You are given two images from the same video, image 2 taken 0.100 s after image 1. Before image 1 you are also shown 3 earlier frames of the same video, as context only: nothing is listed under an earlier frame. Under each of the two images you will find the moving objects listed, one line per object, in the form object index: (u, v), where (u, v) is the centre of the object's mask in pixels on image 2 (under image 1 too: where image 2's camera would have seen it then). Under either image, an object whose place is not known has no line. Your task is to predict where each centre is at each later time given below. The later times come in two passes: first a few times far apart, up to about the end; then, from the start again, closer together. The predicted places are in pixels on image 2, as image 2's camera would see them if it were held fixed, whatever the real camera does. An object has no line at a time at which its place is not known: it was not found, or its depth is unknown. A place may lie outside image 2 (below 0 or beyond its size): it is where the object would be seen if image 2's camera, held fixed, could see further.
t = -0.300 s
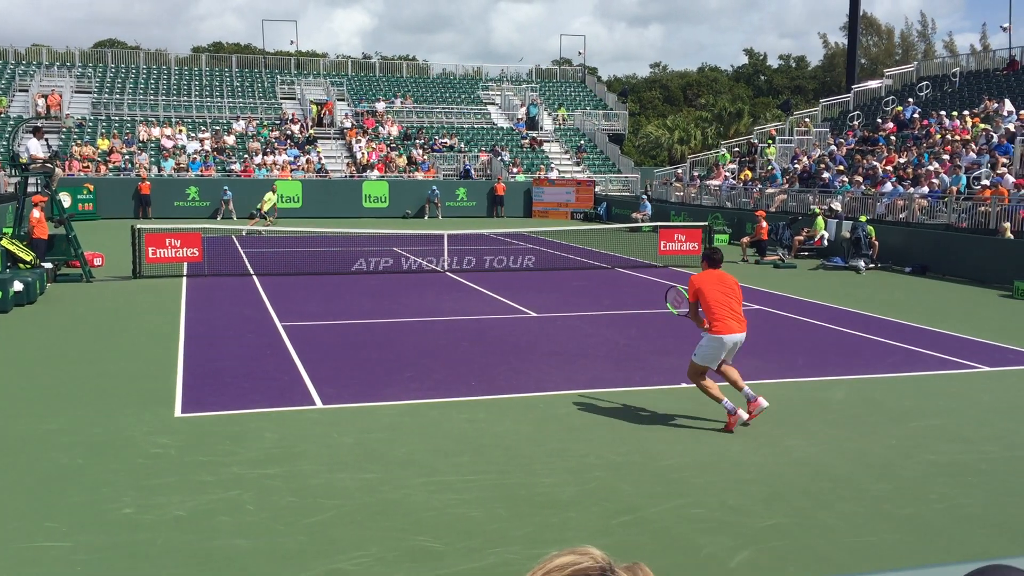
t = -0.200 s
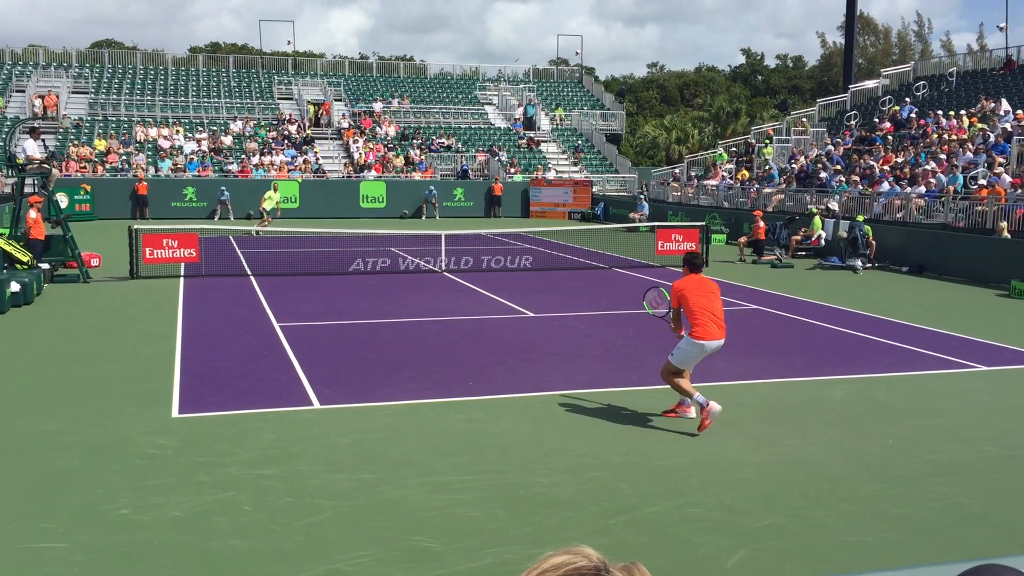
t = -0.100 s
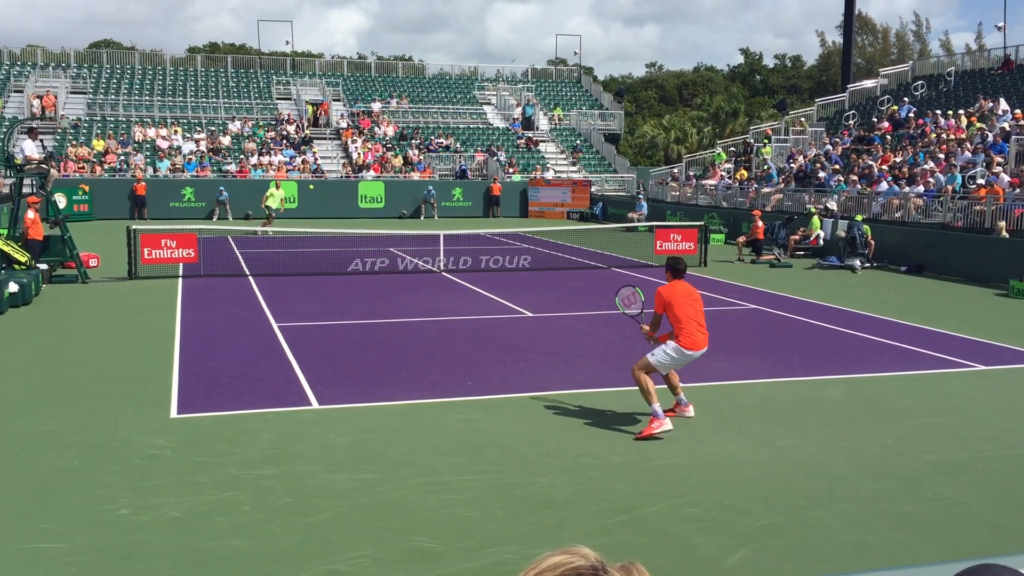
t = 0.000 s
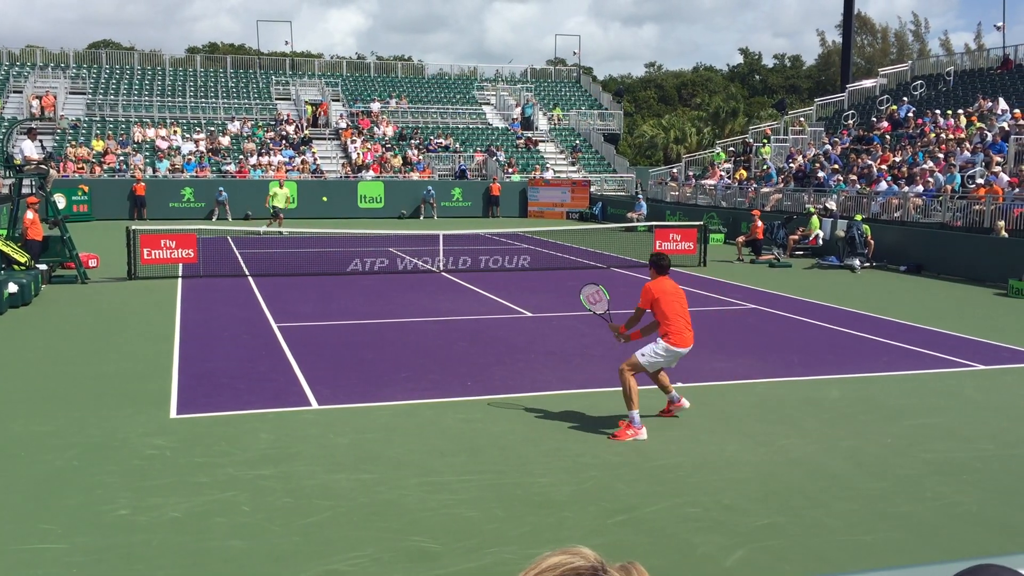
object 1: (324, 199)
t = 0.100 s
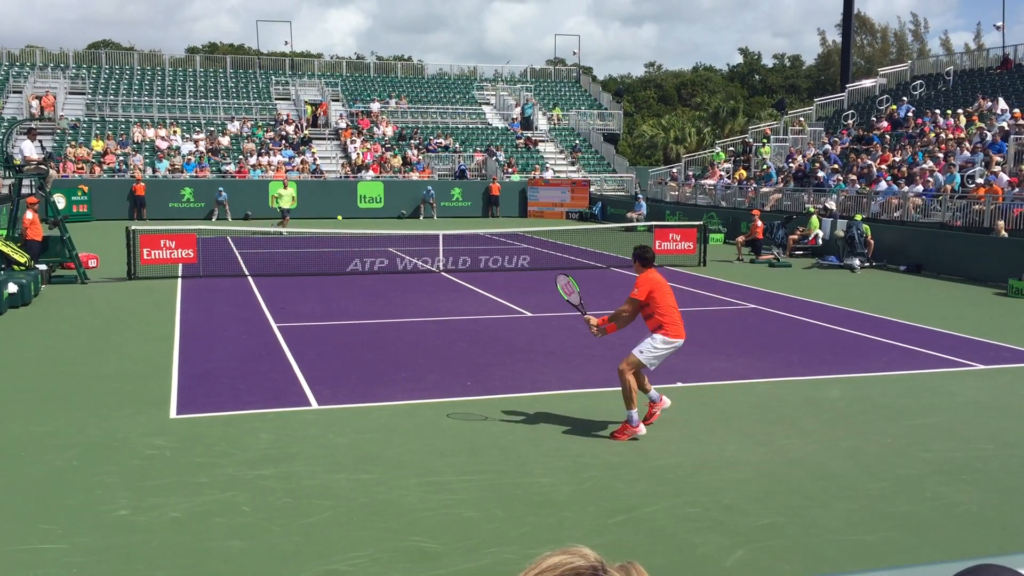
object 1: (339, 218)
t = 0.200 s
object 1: (356, 245)
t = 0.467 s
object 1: (408, 375)
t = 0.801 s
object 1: (442, 326)
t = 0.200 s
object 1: (356, 245)
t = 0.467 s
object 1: (408, 375)
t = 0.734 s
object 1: (435, 328)
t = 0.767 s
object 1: (439, 327)
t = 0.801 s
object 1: (442, 326)
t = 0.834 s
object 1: (446, 327)
